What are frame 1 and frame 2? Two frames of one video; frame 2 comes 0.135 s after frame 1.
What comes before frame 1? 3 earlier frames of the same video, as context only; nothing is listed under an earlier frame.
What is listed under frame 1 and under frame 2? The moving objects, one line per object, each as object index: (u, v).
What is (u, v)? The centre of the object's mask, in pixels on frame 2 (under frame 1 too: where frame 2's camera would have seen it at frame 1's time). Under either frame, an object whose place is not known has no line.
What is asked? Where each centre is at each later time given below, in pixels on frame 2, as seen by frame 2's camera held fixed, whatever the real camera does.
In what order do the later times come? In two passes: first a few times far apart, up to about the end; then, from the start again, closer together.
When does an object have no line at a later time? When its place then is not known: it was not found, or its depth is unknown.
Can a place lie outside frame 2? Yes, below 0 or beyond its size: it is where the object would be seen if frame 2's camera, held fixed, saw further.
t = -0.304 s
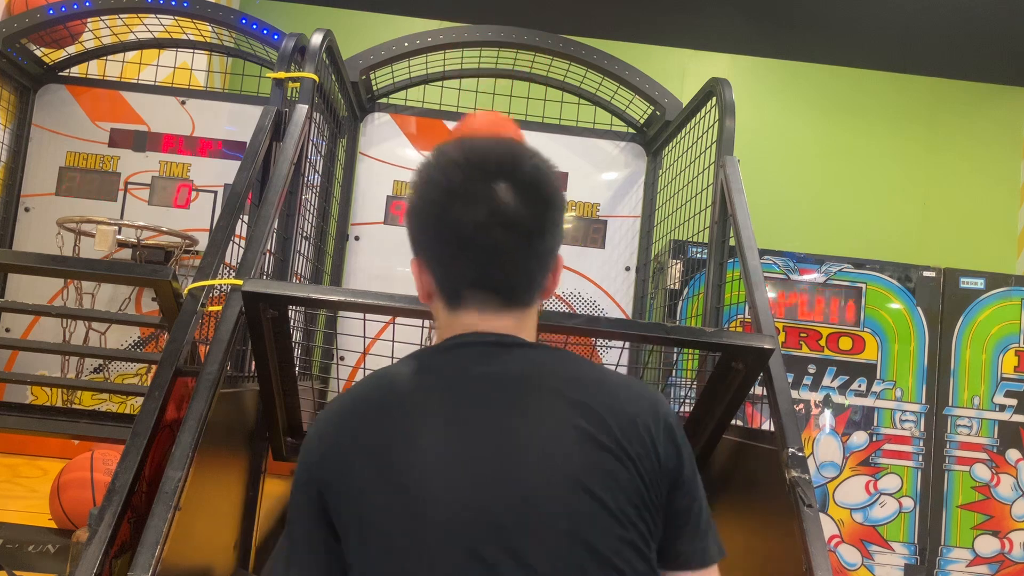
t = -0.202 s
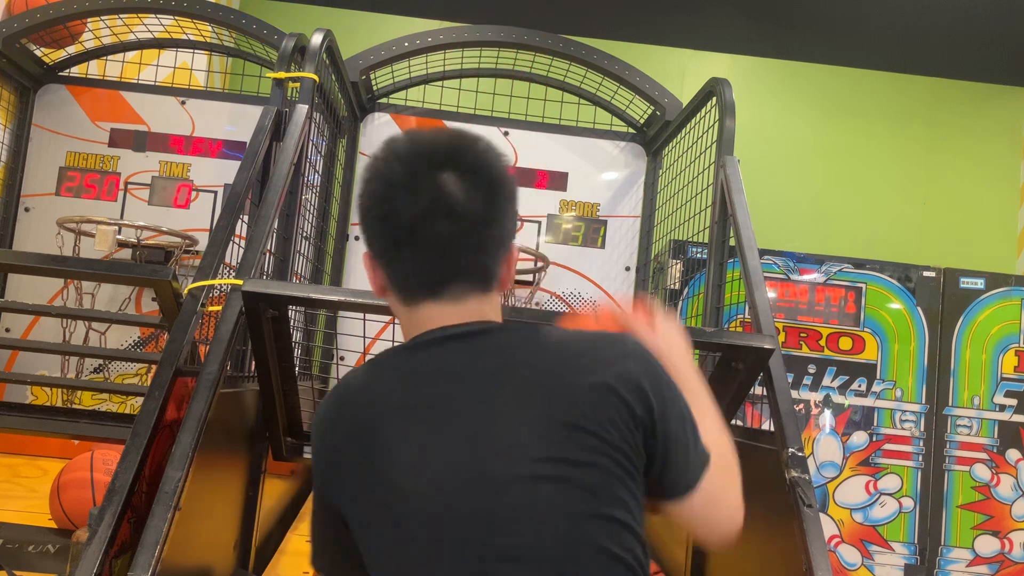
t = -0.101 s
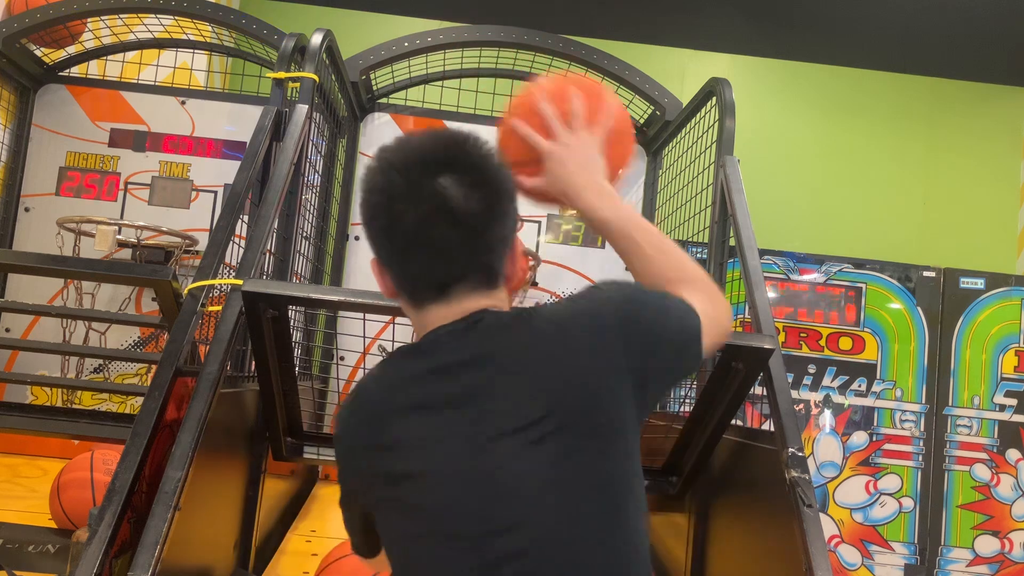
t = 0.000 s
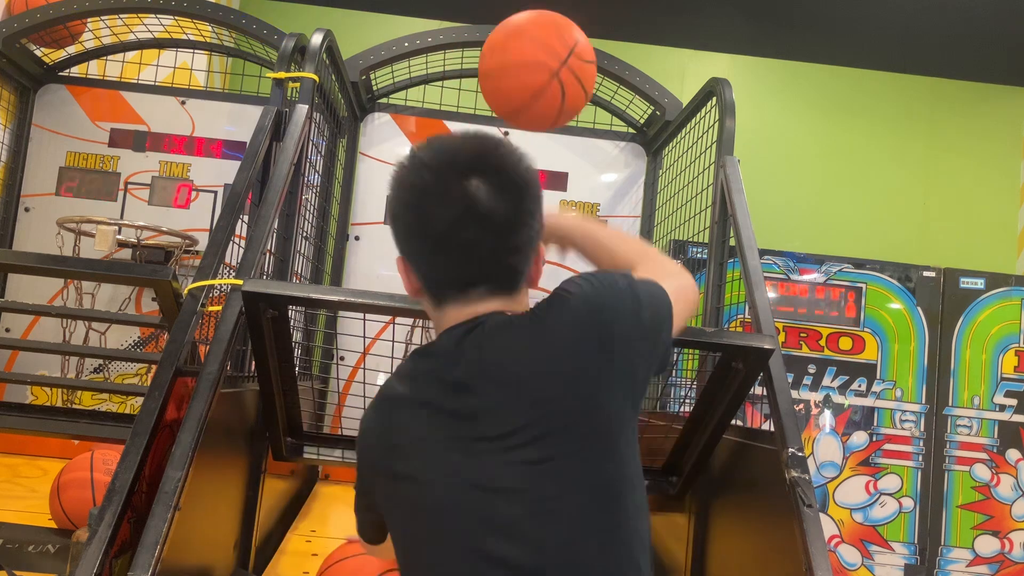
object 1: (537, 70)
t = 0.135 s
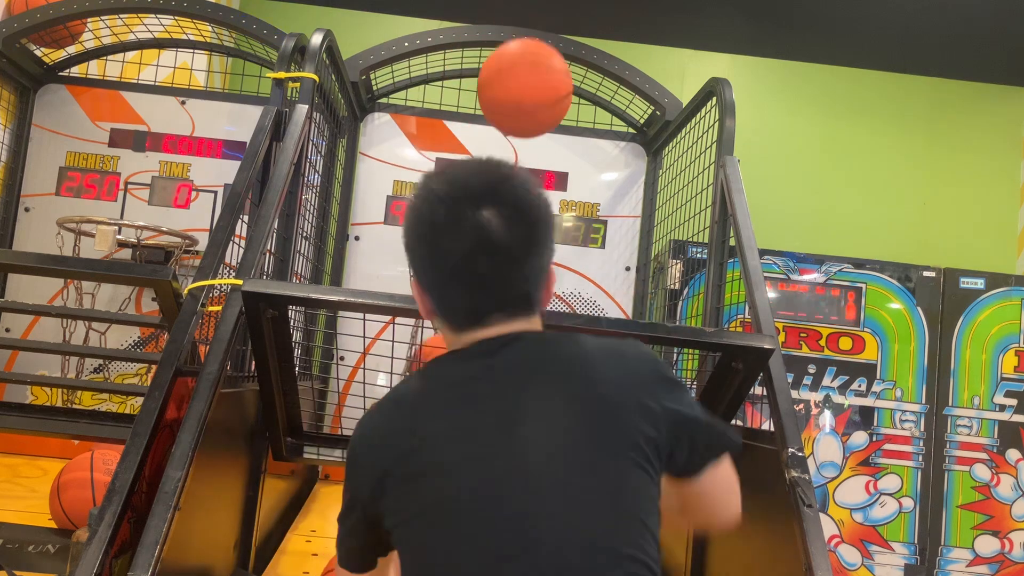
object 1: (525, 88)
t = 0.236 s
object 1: (514, 140)
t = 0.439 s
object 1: (440, 270)
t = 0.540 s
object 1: (407, 279)
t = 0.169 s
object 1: (522, 103)
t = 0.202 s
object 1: (518, 121)
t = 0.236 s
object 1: (514, 140)
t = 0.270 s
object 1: (508, 157)
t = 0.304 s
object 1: (497, 178)
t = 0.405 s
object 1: (456, 268)
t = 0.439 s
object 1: (440, 270)
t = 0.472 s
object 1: (423, 271)
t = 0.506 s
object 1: (413, 275)
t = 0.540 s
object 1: (407, 279)
